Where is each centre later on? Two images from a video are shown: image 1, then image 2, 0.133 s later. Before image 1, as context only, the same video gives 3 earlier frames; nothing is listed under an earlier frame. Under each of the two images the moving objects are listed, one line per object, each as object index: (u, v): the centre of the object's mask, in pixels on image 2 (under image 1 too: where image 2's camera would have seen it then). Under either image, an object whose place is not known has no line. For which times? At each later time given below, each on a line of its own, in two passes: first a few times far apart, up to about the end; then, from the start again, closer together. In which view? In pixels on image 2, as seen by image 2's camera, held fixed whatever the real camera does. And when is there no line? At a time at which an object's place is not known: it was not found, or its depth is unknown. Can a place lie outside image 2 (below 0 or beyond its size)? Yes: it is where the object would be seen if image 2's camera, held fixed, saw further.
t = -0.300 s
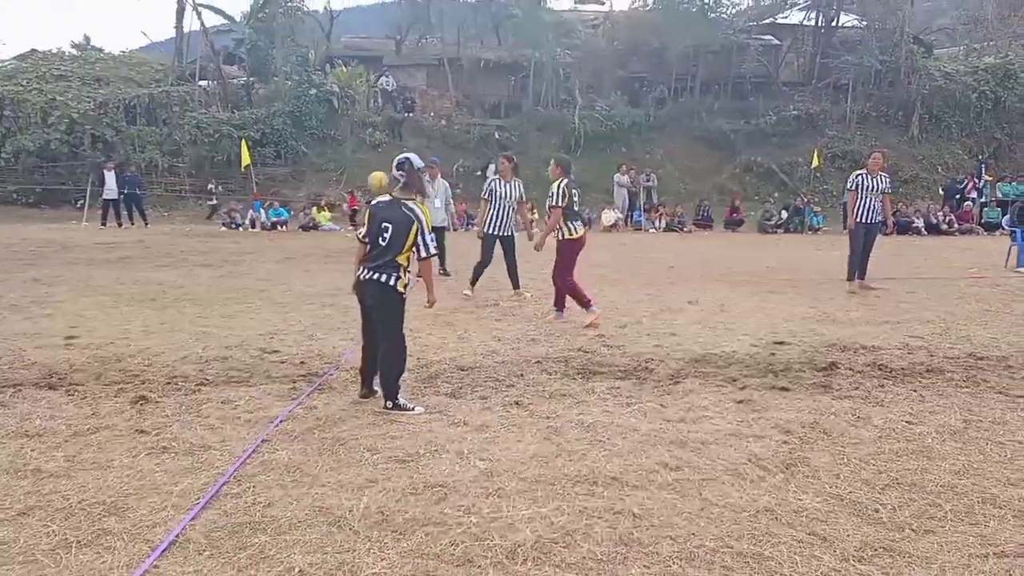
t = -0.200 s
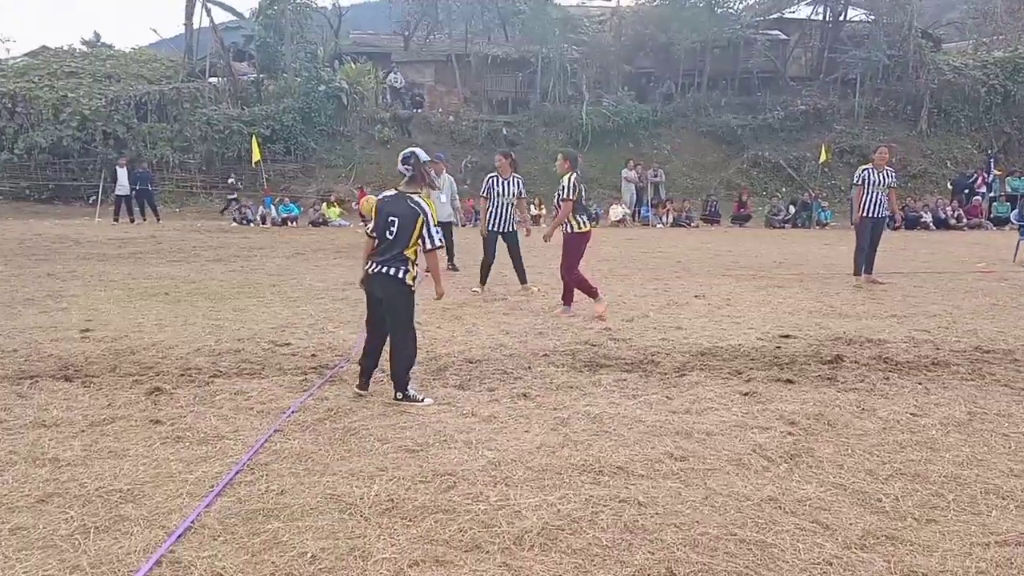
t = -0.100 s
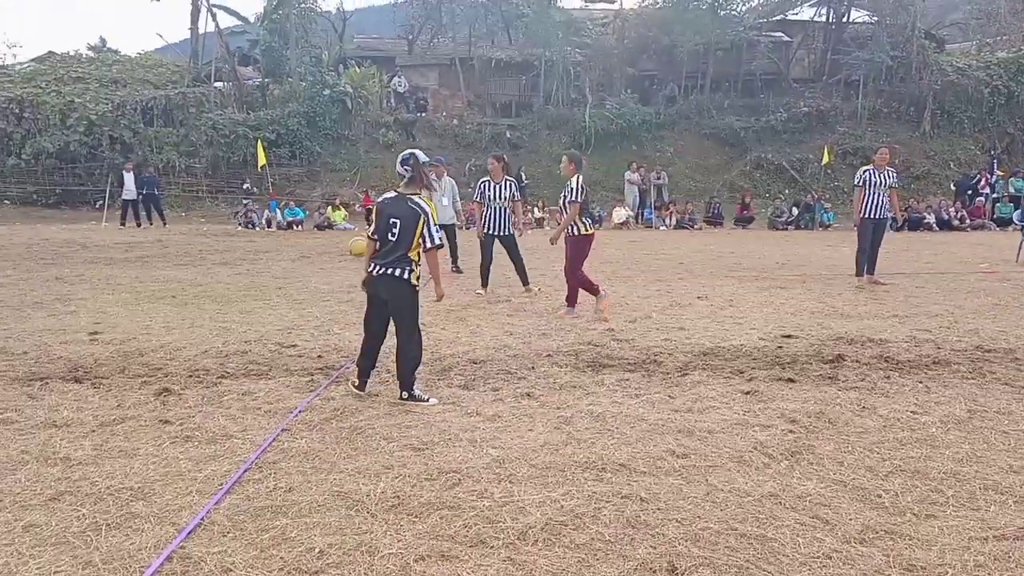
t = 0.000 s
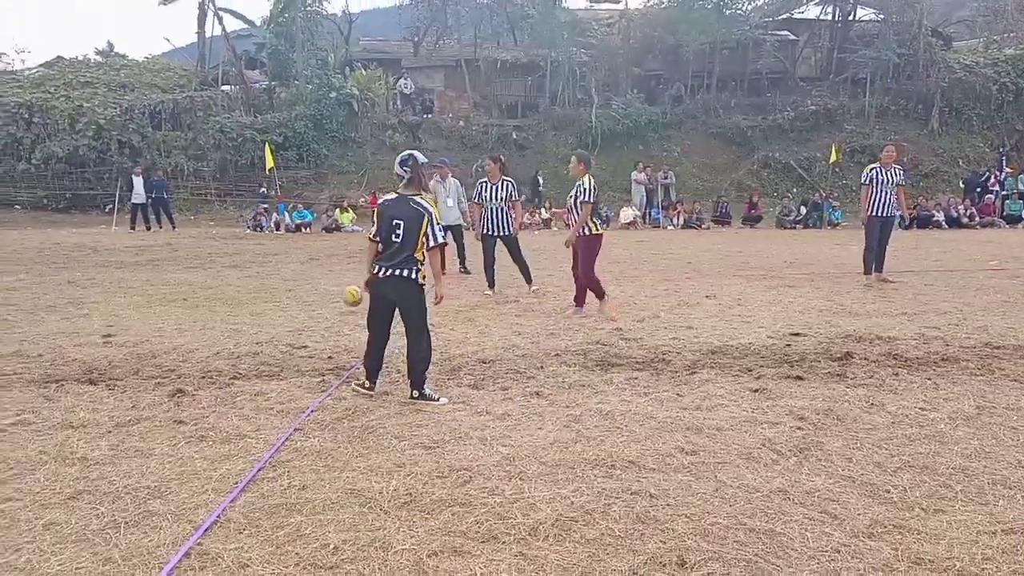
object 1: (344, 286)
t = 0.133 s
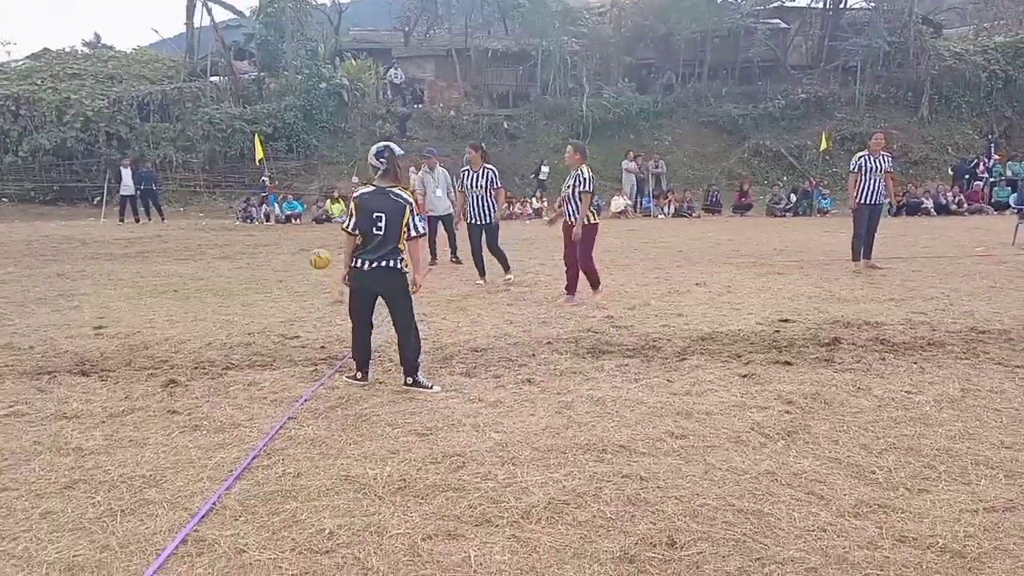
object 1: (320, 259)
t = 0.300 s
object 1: (290, 229)
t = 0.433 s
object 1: (266, 225)
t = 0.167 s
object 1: (313, 251)
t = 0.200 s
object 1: (308, 244)
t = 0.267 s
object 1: (296, 233)
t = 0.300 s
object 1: (290, 229)
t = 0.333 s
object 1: (284, 227)
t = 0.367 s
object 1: (278, 225)
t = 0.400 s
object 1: (273, 224)
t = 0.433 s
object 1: (266, 225)
